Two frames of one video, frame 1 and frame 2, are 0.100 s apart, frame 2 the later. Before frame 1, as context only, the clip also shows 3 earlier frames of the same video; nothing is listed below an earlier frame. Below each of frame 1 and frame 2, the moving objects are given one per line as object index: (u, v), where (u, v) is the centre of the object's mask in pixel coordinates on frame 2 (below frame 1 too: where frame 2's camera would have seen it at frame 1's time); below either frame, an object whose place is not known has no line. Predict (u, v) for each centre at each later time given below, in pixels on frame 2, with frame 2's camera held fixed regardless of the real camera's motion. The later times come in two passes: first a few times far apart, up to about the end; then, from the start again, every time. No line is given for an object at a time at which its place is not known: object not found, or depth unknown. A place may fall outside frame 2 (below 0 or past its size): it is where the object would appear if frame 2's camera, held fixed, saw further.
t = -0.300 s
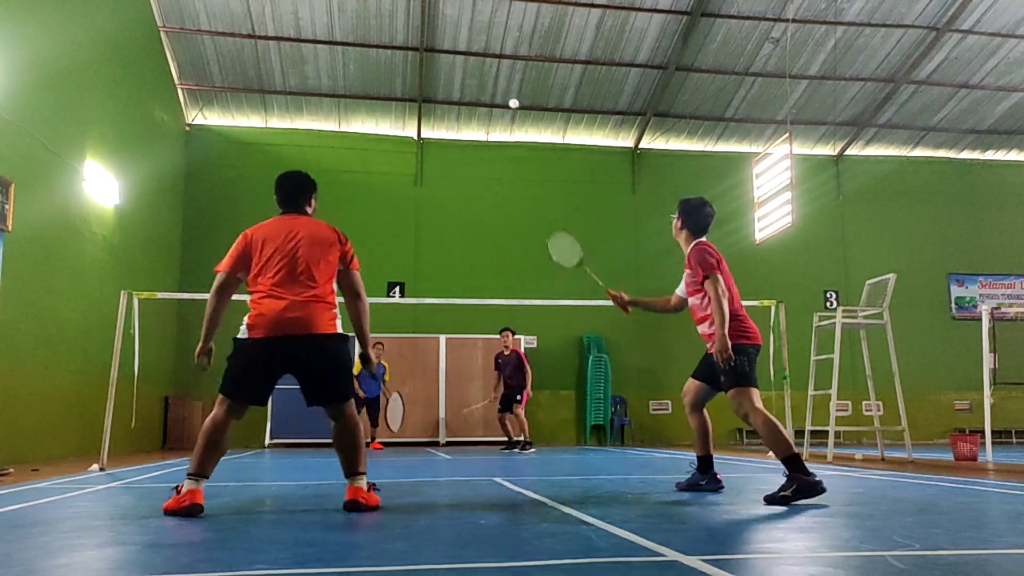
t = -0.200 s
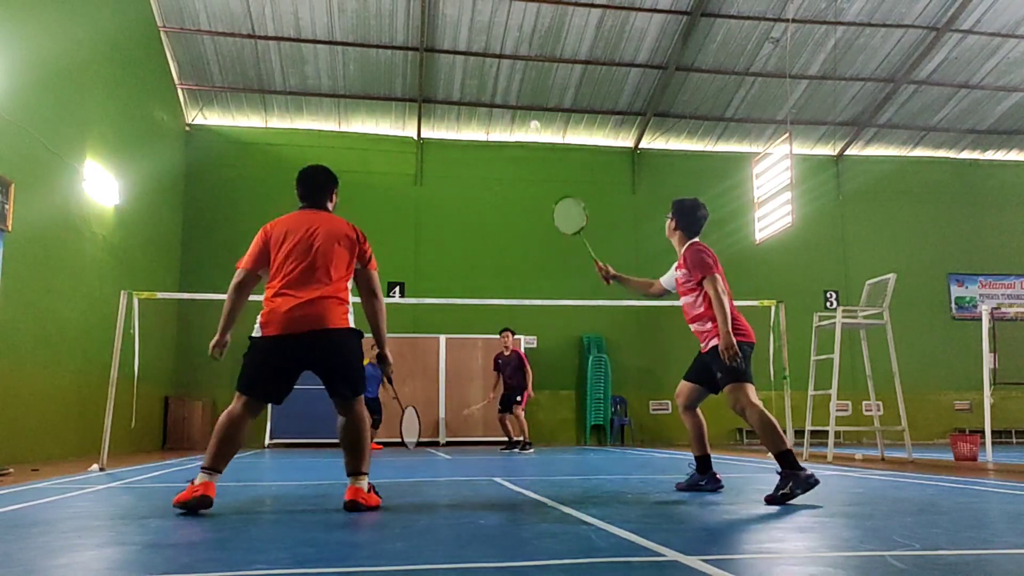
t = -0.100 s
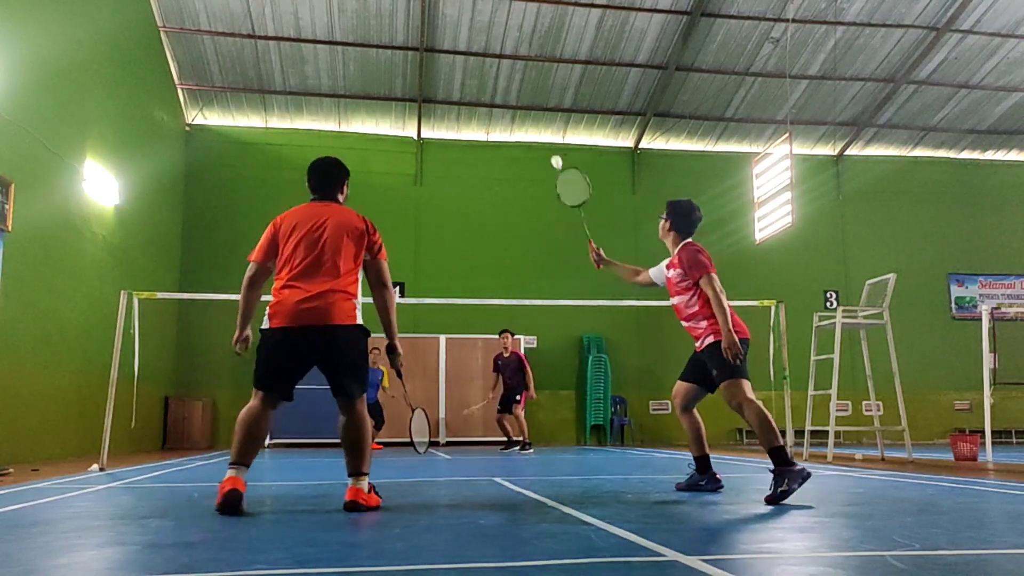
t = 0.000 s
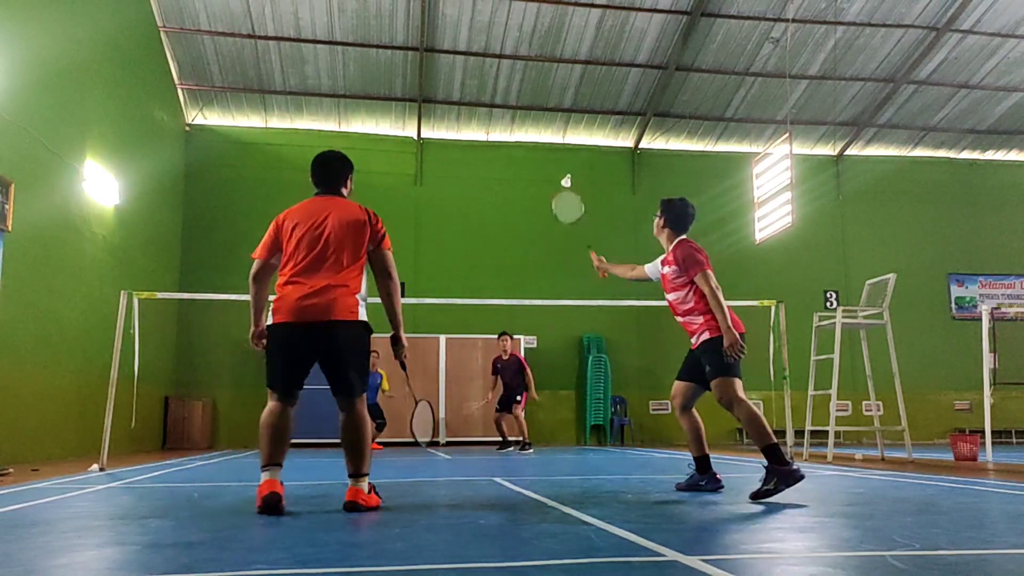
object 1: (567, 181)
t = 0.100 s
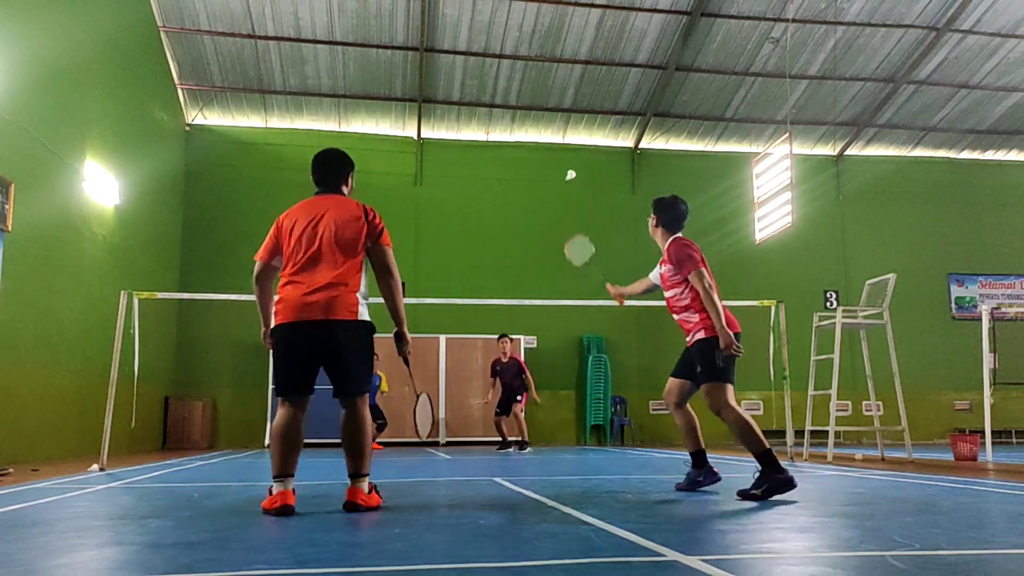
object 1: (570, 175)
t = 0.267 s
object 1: (564, 203)
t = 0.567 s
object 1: (562, 285)
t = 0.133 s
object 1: (569, 179)
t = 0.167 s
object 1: (566, 186)
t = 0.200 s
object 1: (564, 192)
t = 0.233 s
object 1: (564, 197)
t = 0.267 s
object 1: (564, 203)
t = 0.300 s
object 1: (564, 209)
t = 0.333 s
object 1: (564, 217)
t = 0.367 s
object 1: (563, 225)
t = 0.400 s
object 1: (563, 234)
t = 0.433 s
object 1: (562, 243)
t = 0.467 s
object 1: (562, 253)
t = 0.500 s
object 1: (562, 263)
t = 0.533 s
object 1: (562, 274)
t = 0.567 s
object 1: (562, 285)
